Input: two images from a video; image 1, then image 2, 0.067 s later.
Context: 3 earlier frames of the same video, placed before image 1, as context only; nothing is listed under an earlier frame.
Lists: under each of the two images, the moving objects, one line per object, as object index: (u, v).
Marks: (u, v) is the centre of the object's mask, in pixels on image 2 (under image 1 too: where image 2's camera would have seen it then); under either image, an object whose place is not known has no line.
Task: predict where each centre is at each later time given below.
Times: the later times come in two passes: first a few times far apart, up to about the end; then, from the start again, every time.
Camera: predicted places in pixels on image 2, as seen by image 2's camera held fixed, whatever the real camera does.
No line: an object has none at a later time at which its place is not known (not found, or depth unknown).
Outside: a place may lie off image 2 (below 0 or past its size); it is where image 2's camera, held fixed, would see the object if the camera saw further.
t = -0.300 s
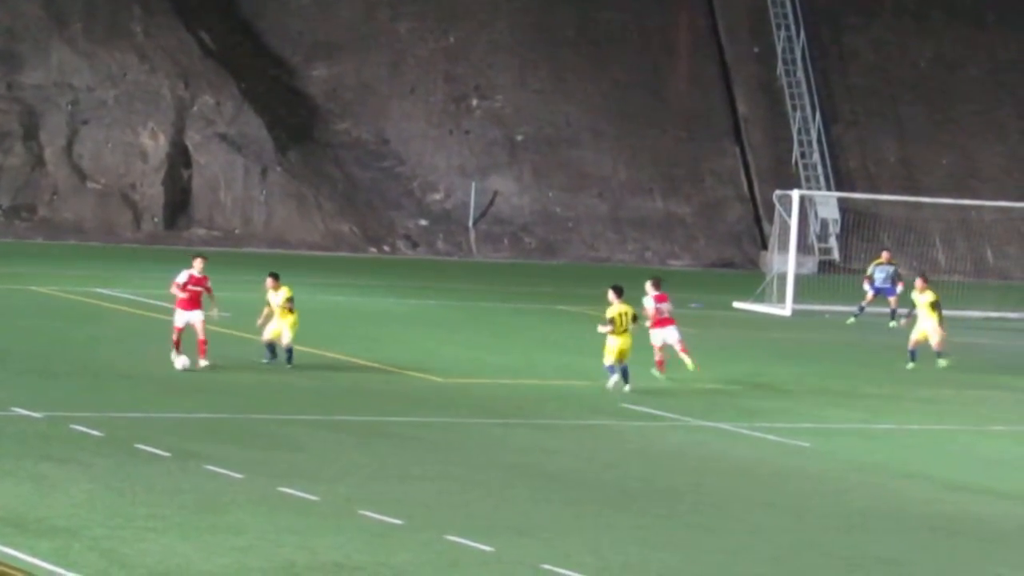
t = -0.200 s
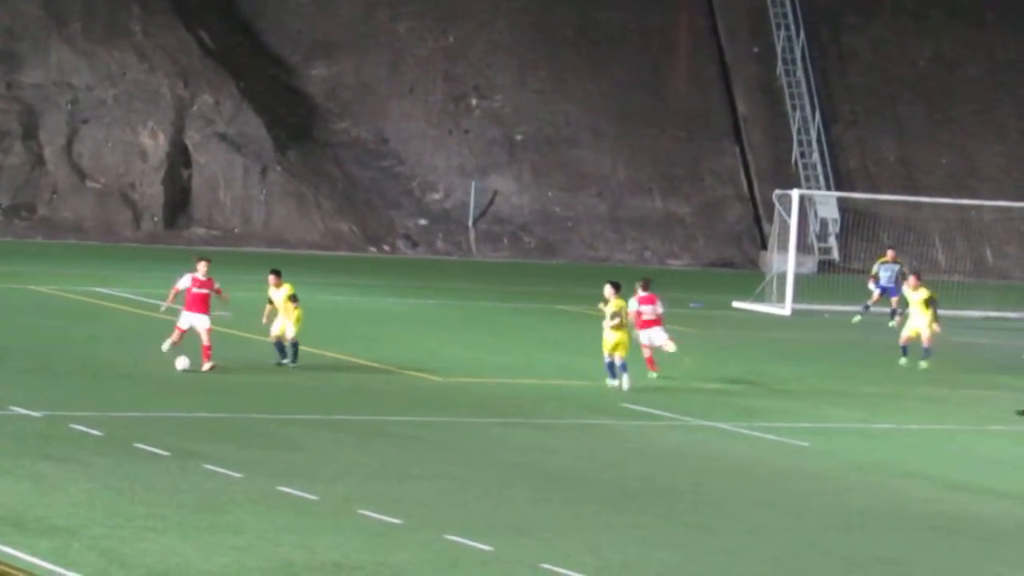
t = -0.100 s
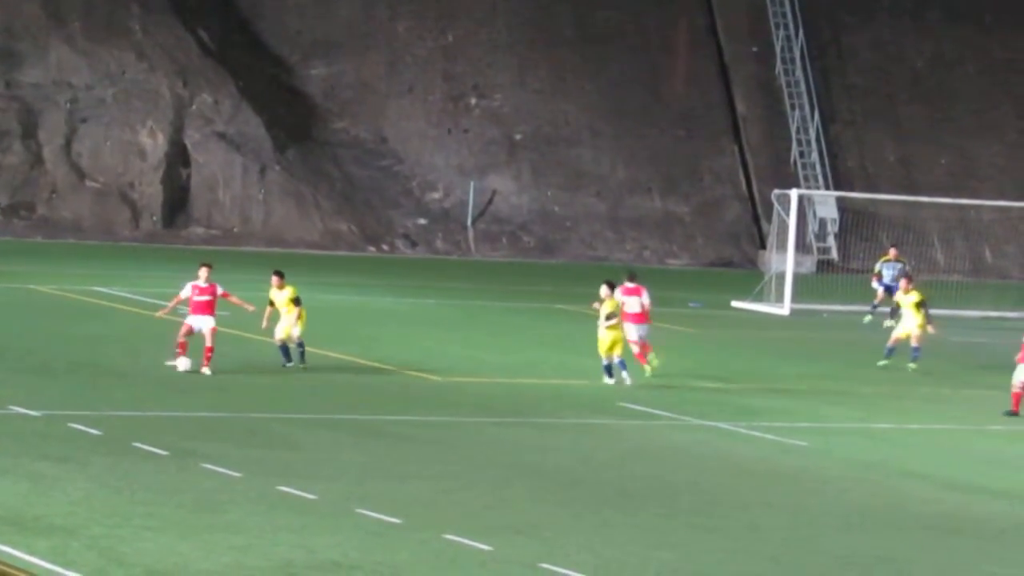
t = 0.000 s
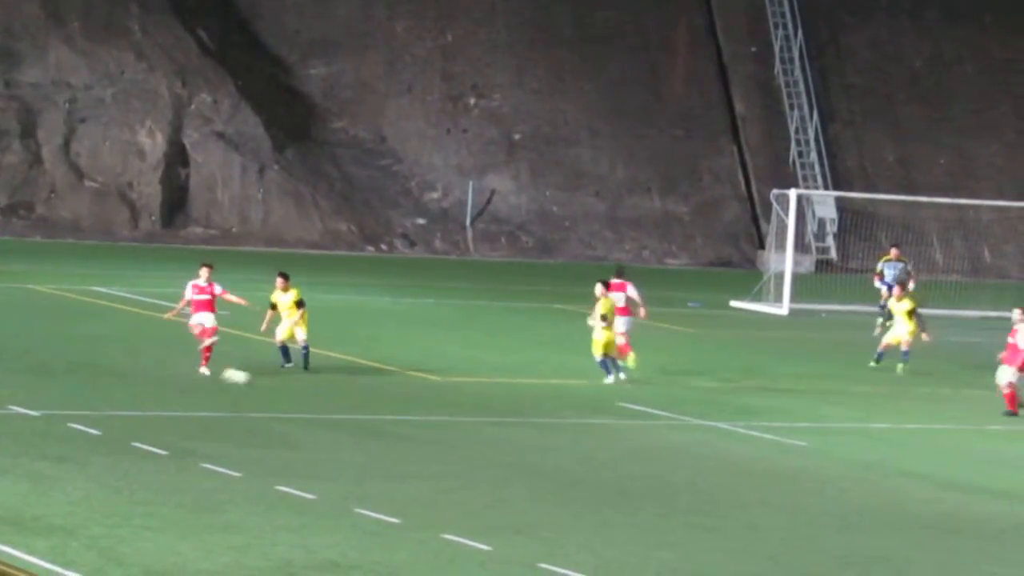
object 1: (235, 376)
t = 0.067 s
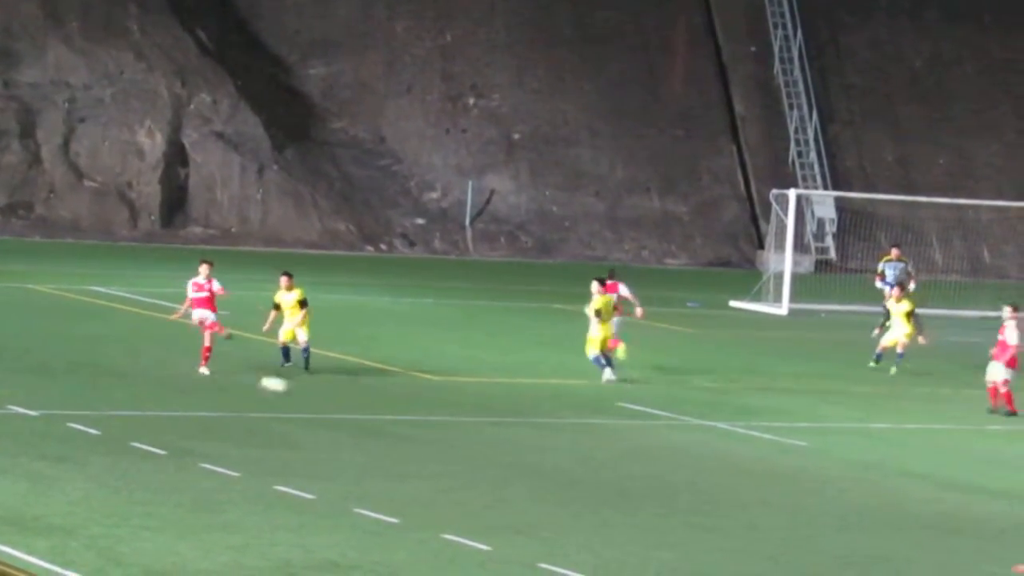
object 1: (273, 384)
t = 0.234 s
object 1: (372, 408)
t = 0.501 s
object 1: (530, 439)
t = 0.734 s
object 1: (662, 469)
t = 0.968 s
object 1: (784, 498)
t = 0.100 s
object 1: (293, 389)
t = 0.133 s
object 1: (313, 394)
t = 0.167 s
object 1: (333, 398)
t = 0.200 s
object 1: (353, 403)
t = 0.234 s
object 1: (372, 408)
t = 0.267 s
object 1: (393, 411)
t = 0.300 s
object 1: (412, 415)
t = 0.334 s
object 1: (433, 420)
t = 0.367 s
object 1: (452, 426)
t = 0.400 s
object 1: (472, 429)
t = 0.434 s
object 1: (491, 432)
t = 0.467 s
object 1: (510, 435)
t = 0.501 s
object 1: (530, 439)
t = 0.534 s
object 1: (550, 445)
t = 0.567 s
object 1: (569, 452)
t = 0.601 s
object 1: (589, 456)
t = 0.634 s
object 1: (607, 457)
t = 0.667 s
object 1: (625, 460)
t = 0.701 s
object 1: (644, 464)
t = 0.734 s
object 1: (662, 469)
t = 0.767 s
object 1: (682, 475)
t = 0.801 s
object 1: (700, 482)
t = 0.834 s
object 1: (716, 487)
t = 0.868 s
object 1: (734, 488)
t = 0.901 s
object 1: (751, 490)
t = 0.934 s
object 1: (767, 493)
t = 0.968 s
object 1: (784, 498)
